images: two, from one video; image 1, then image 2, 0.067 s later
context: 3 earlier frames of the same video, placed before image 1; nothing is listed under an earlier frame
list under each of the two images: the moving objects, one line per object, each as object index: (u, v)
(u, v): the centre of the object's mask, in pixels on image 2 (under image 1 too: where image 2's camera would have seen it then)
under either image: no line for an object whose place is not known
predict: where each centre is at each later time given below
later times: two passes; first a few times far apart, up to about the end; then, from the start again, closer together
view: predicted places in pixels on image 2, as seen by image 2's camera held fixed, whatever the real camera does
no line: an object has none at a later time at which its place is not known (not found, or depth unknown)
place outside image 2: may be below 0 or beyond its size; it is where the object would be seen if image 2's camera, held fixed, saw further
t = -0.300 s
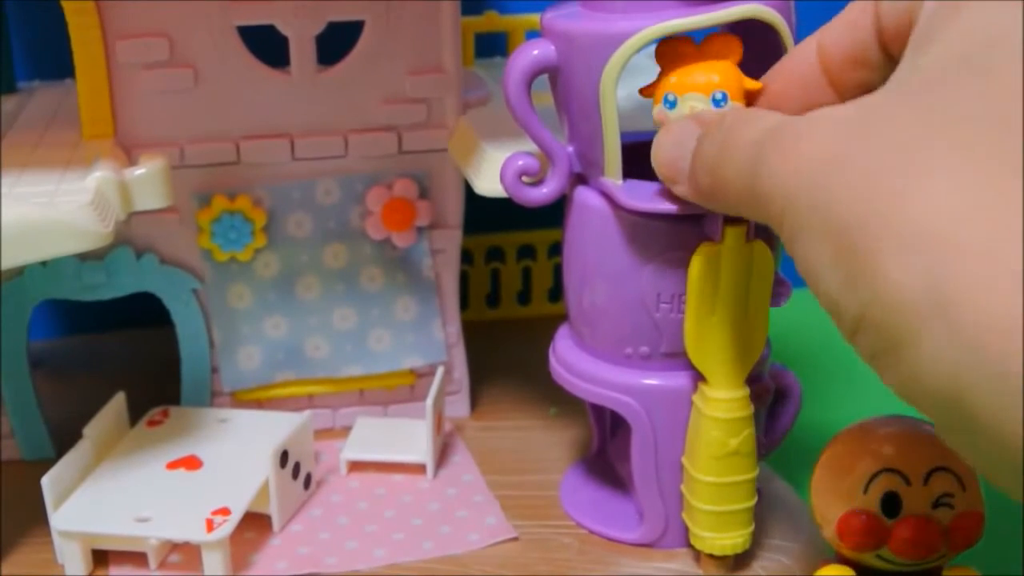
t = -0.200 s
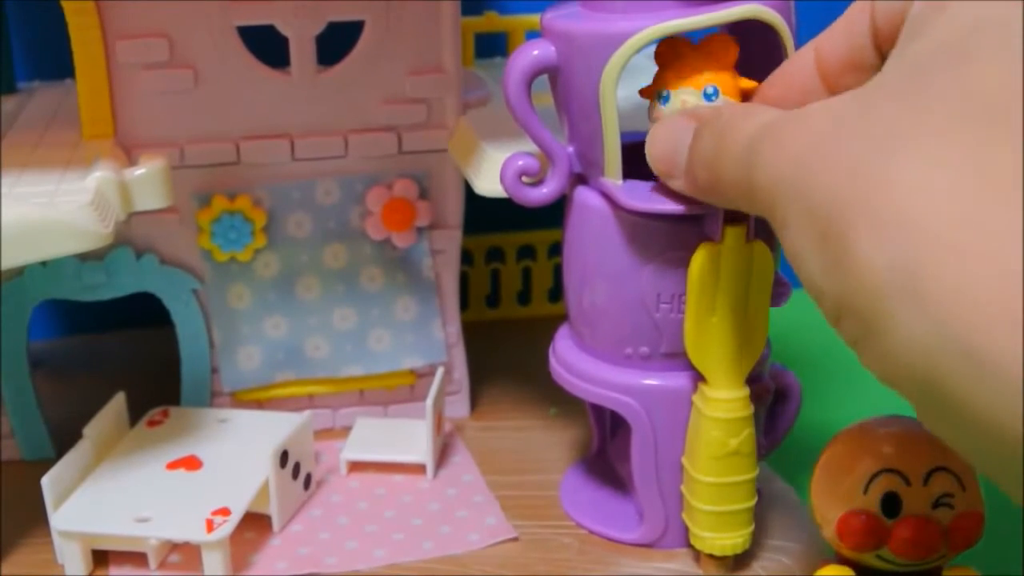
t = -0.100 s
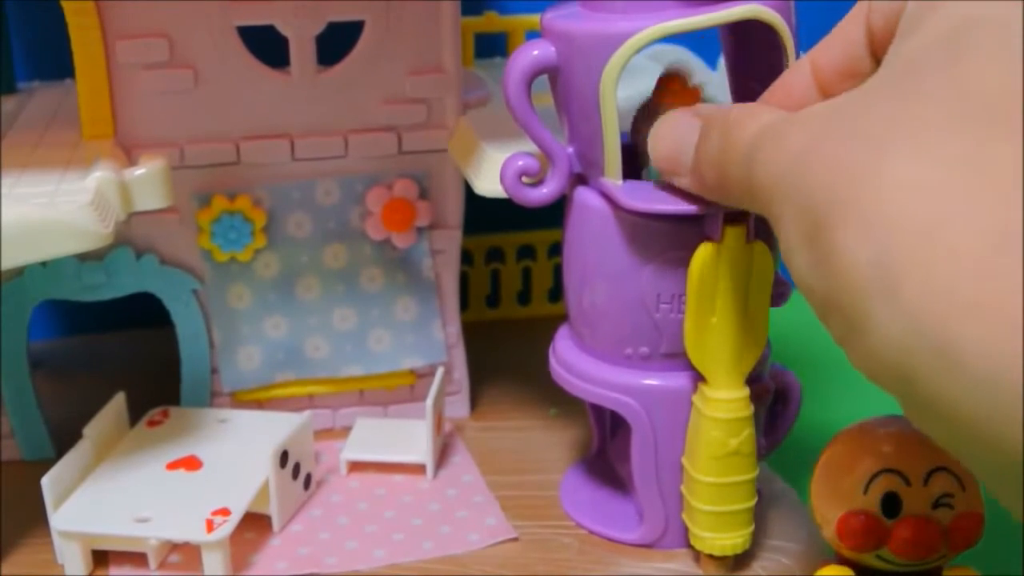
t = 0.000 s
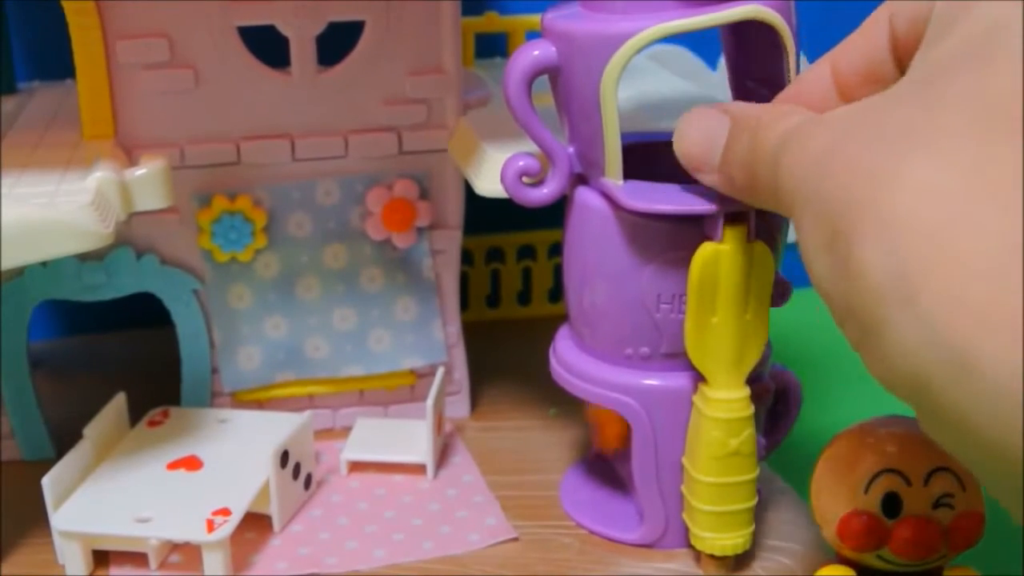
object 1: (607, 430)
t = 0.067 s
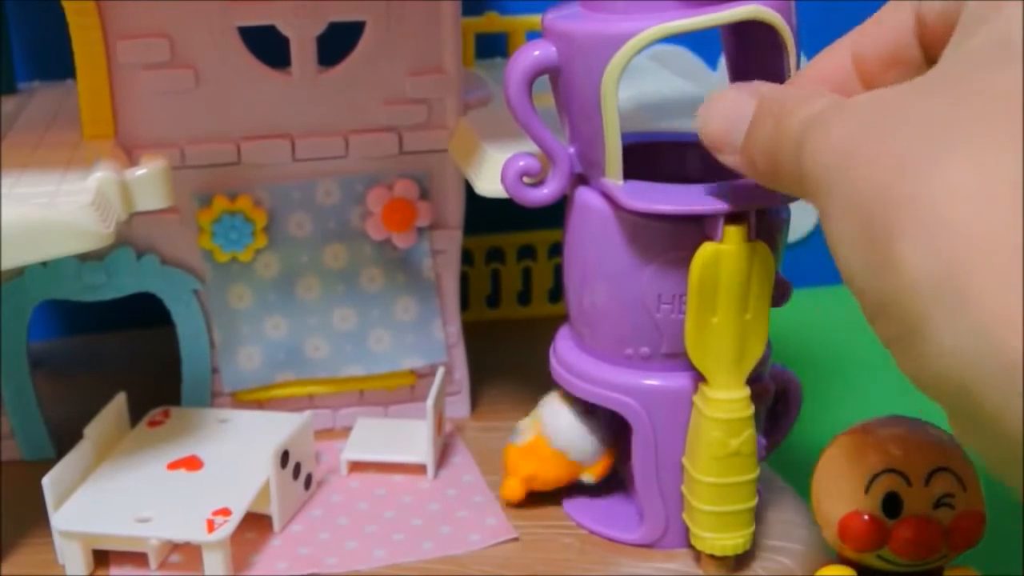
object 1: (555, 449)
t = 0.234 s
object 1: (510, 488)
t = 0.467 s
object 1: (502, 494)
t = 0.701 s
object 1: (502, 498)
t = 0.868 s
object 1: (501, 499)
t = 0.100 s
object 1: (541, 450)
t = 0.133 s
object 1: (528, 473)
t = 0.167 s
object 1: (520, 478)
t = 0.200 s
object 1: (515, 483)
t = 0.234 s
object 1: (510, 488)
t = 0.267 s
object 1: (503, 495)
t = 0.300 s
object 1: (499, 501)
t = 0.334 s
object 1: (494, 502)
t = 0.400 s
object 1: (499, 501)
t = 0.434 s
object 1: (501, 497)
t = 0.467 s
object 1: (502, 494)
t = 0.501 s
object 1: (503, 494)
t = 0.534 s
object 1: (502, 495)
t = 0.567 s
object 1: (502, 495)
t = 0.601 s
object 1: (502, 496)
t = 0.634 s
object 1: (502, 496)
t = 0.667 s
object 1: (502, 497)
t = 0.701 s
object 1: (502, 498)
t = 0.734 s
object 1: (501, 499)
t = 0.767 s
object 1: (501, 499)
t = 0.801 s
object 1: (501, 499)
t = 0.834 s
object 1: (501, 499)
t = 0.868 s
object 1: (501, 499)
